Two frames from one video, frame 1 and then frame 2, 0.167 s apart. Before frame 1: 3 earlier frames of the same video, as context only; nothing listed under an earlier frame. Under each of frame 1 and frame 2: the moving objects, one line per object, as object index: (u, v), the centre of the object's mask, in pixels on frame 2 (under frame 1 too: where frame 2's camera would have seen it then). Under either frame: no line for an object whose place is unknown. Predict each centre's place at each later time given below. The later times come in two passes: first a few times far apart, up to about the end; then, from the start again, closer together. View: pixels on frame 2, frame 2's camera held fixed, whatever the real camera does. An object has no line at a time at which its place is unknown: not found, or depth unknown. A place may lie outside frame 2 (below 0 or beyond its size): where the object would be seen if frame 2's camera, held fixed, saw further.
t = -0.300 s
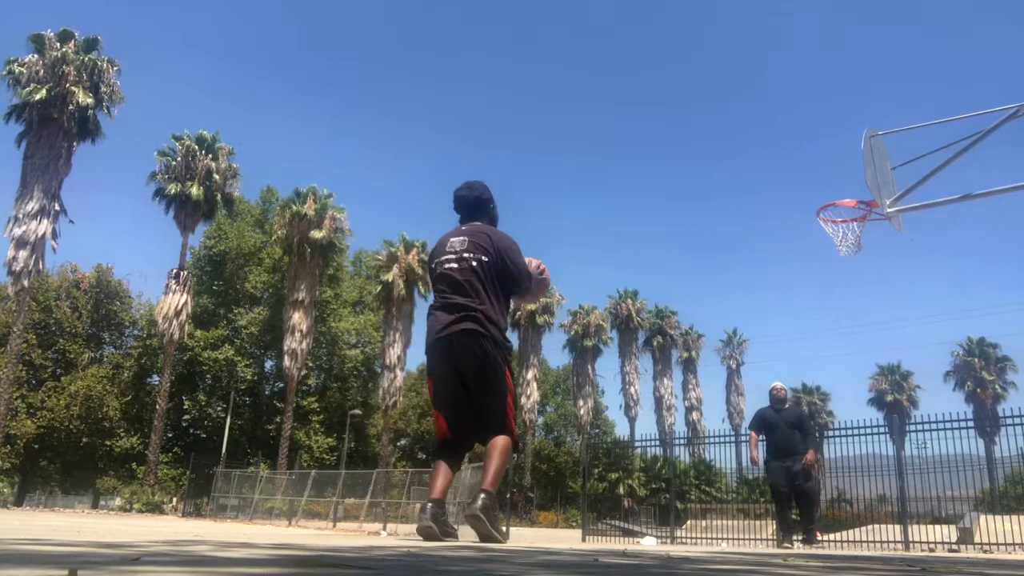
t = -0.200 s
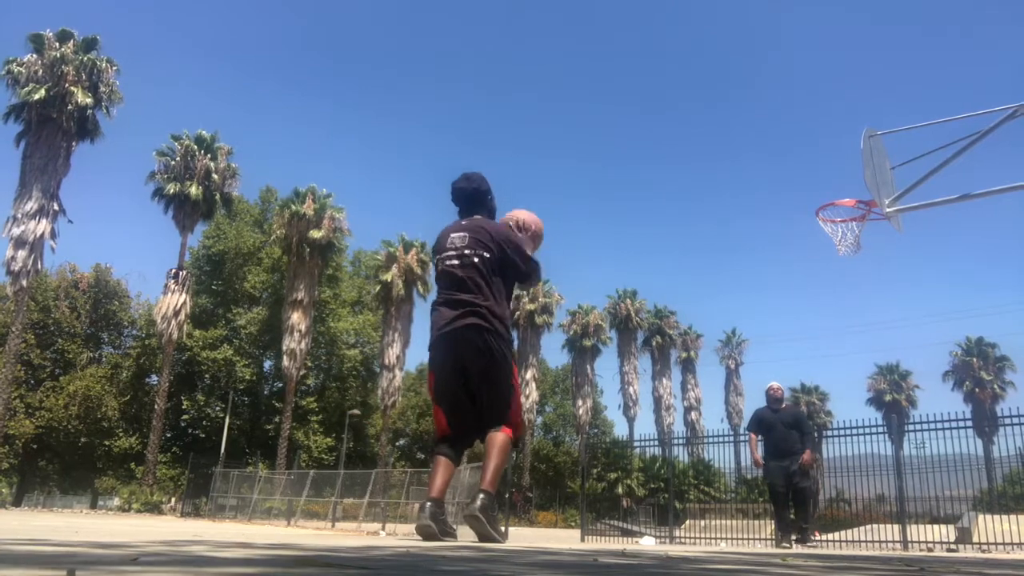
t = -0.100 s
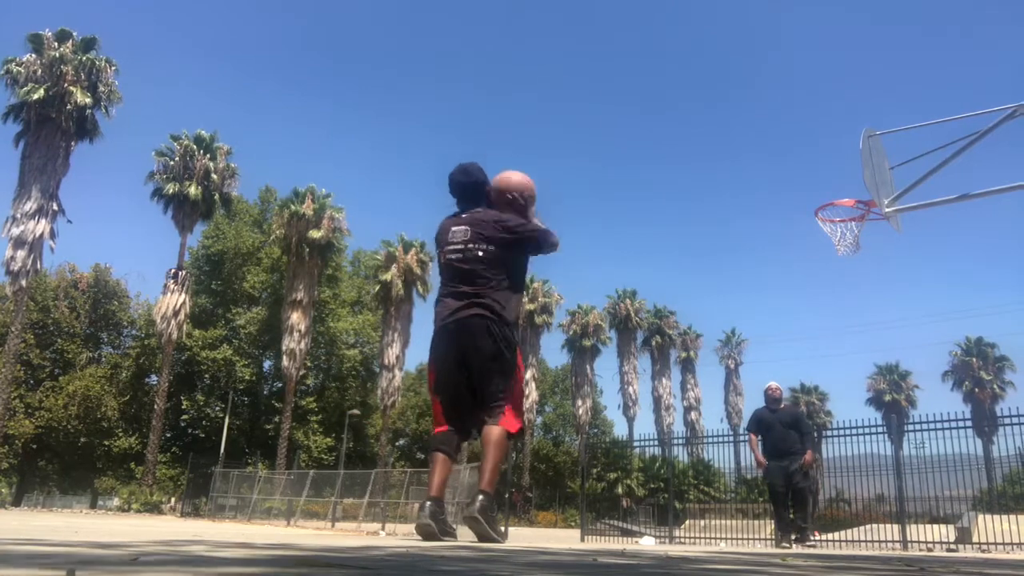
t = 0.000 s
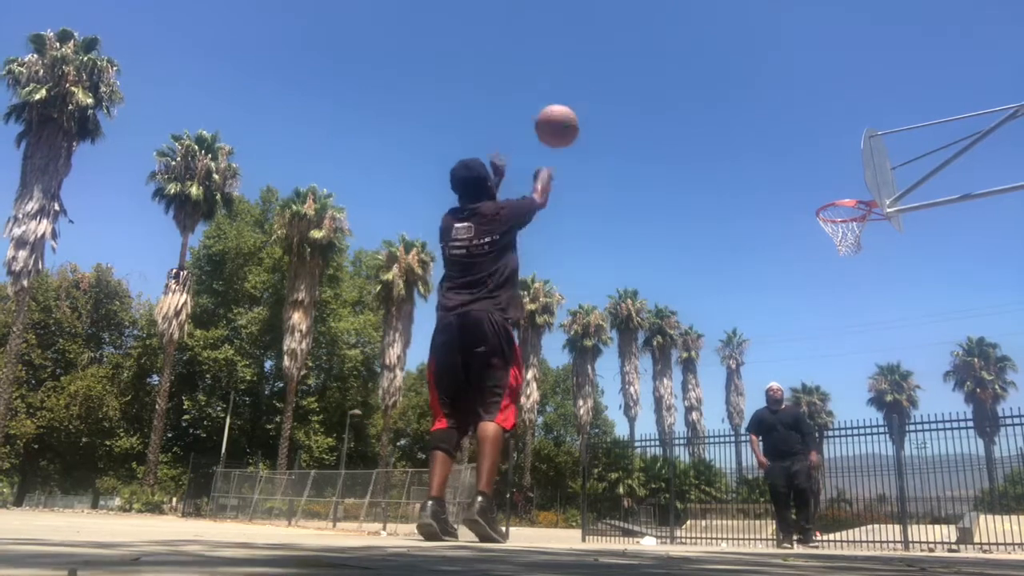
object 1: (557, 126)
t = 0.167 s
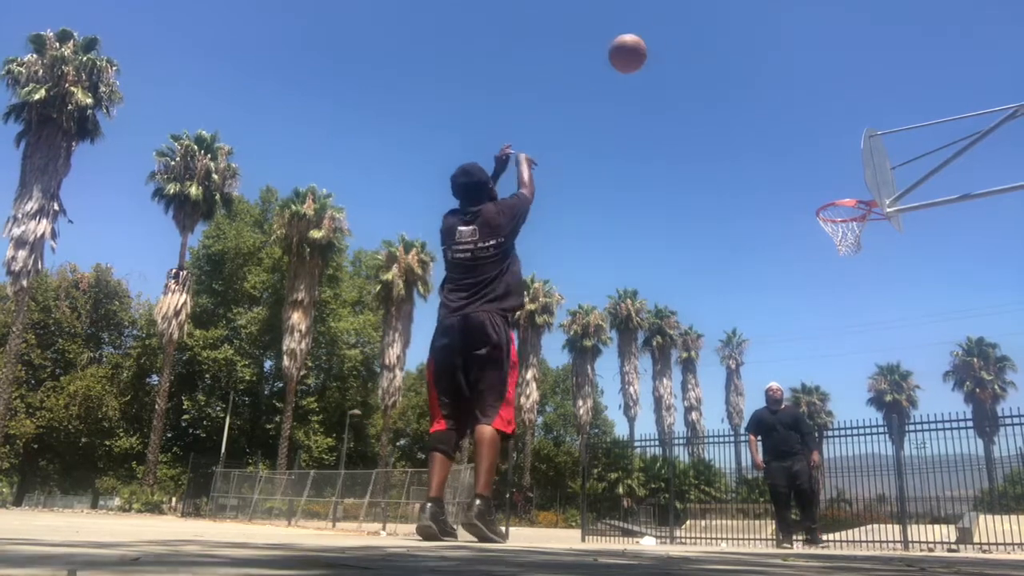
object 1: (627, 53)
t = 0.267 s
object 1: (662, 34)
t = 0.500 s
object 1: (726, 40)
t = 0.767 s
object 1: (785, 107)
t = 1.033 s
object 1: (842, 216)
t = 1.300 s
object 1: (835, 224)
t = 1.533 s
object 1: (834, 237)
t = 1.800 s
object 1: (860, 253)
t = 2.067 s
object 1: (886, 326)
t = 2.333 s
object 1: (922, 491)
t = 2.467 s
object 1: (930, 487)
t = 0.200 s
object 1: (639, 45)
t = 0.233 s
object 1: (651, 39)
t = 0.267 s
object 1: (662, 34)
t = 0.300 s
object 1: (672, 31)
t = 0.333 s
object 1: (682, 29)
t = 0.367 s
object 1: (691, 29)
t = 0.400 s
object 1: (700, 30)
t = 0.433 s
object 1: (709, 32)
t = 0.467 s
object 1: (718, 35)
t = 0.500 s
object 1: (726, 40)
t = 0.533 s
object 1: (734, 45)
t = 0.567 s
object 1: (741, 51)
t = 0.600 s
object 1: (749, 58)
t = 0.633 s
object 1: (757, 66)
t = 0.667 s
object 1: (764, 76)
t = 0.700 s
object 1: (771, 85)
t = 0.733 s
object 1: (778, 96)
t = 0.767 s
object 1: (785, 107)
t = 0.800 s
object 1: (792, 119)
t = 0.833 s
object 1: (798, 132)
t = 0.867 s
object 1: (805, 146)
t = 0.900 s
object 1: (812, 160)
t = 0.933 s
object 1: (818, 176)
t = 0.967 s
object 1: (825, 191)
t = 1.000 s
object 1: (830, 208)
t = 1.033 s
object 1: (842, 216)
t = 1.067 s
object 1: (856, 222)
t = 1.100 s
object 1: (858, 227)
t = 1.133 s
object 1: (858, 229)
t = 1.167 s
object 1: (855, 227)
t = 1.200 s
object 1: (850, 227)
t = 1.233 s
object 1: (844, 225)
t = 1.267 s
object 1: (838, 224)
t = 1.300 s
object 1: (835, 224)
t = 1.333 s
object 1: (832, 224)
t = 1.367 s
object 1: (828, 225)
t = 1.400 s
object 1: (827, 227)
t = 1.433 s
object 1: (826, 229)
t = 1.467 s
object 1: (828, 231)
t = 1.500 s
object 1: (830, 233)
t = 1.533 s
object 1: (834, 237)
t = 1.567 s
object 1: (838, 241)
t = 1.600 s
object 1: (842, 242)
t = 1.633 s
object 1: (846, 243)
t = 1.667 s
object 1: (849, 242)
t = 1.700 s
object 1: (852, 244)
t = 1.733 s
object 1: (855, 246)
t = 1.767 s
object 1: (858, 249)
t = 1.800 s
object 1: (860, 253)
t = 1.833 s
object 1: (863, 258)
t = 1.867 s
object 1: (866, 264)
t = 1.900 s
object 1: (869, 271)
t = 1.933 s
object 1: (871, 280)
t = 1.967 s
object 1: (875, 290)
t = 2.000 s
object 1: (878, 300)
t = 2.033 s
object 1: (882, 313)
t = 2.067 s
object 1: (886, 326)
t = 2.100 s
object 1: (890, 341)
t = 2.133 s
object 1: (894, 358)
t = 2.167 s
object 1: (898, 376)
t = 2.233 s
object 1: (907, 416)
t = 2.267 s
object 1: (912, 439)
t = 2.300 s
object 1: (918, 464)
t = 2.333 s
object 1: (922, 491)
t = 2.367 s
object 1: (928, 521)
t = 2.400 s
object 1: (931, 532)
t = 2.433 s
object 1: (931, 508)
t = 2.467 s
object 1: (930, 487)
